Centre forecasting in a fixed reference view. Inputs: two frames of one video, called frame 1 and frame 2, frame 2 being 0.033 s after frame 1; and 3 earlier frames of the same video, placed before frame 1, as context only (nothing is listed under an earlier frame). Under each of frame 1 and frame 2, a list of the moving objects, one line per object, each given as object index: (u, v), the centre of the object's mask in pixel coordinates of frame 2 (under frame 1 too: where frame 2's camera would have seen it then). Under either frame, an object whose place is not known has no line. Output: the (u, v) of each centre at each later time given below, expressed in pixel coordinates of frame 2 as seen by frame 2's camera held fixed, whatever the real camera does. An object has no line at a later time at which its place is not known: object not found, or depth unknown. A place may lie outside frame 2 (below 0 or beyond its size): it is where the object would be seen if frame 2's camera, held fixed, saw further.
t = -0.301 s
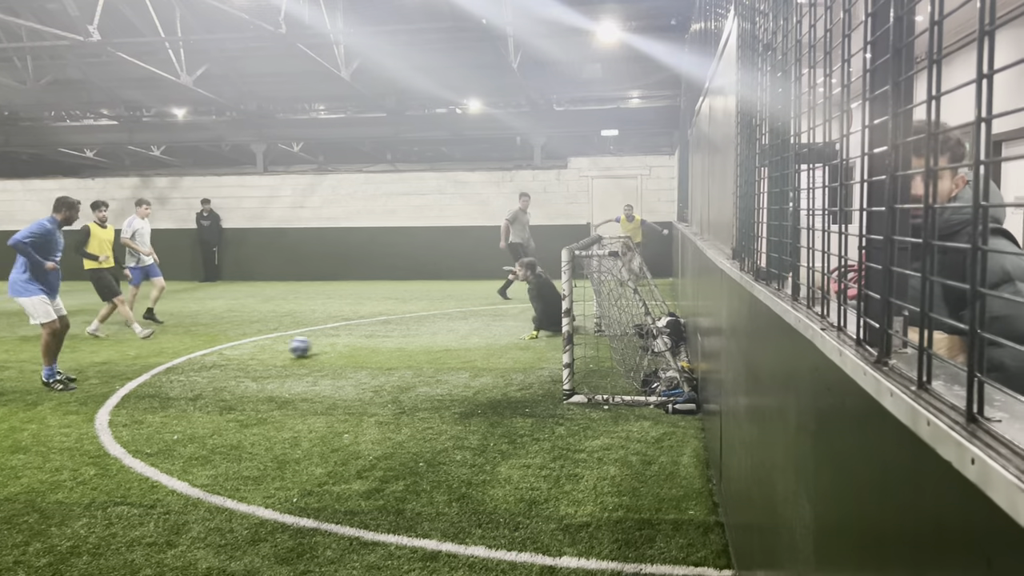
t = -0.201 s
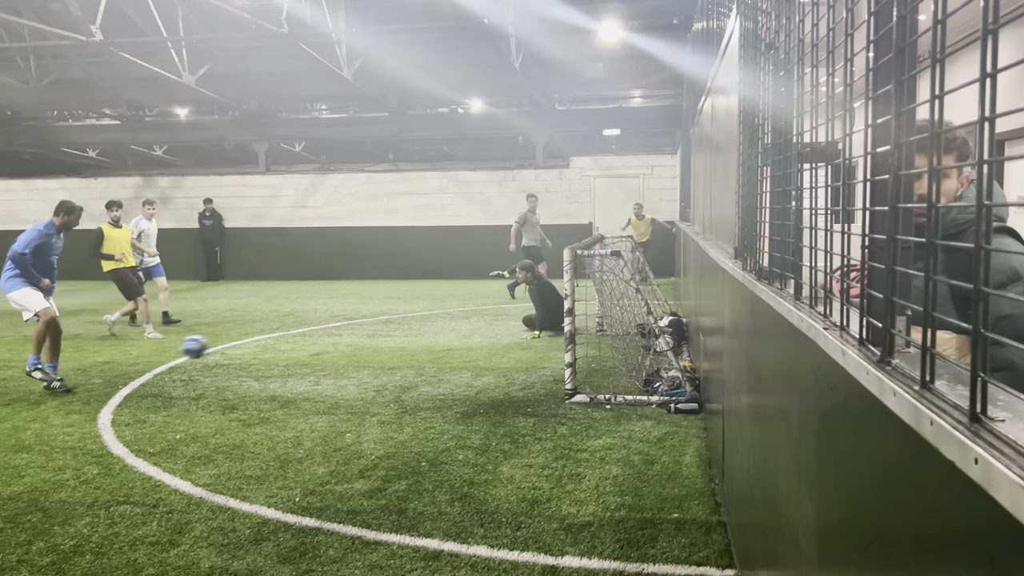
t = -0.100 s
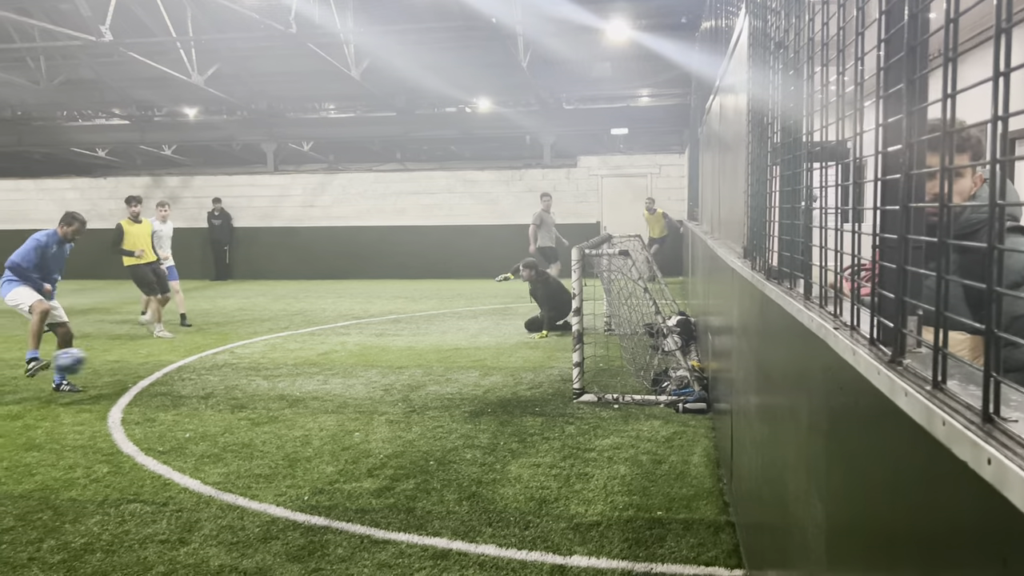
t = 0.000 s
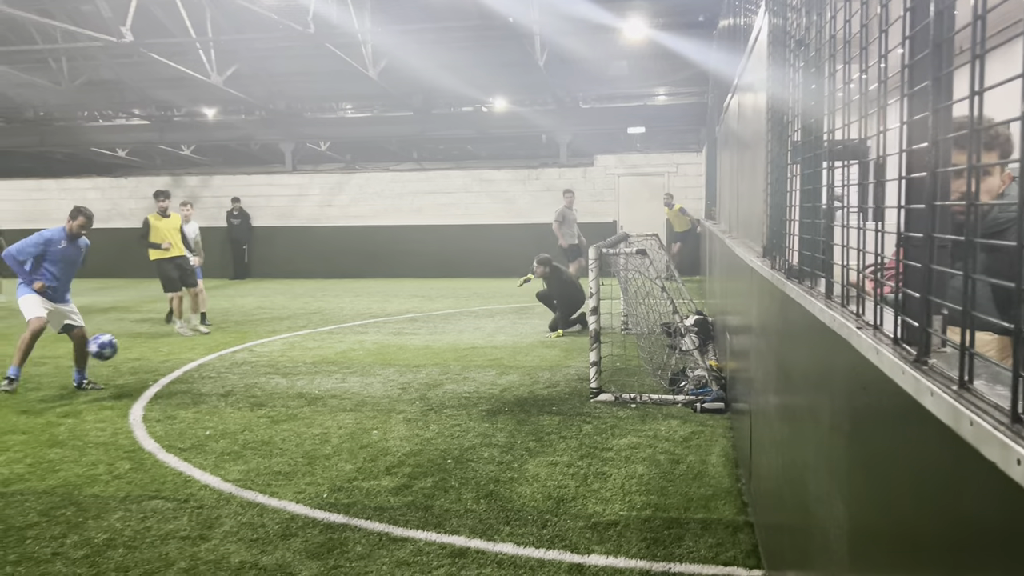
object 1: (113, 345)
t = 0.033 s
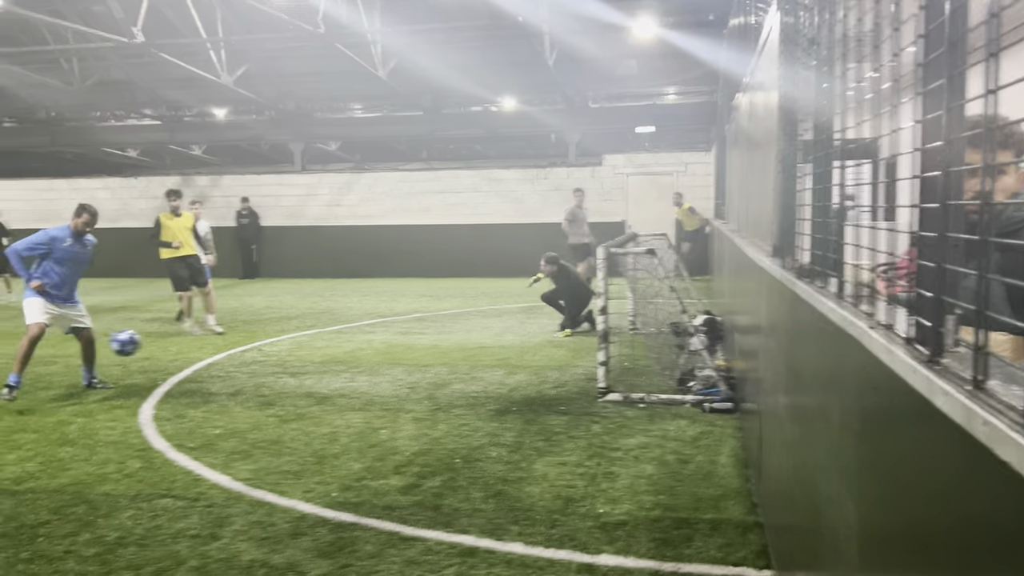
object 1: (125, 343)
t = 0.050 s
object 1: (135, 341)
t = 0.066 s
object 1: (142, 339)
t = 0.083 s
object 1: (147, 339)
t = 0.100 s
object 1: (157, 339)
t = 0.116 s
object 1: (164, 338)
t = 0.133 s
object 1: (171, 338)
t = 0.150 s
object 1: (178, 339)
